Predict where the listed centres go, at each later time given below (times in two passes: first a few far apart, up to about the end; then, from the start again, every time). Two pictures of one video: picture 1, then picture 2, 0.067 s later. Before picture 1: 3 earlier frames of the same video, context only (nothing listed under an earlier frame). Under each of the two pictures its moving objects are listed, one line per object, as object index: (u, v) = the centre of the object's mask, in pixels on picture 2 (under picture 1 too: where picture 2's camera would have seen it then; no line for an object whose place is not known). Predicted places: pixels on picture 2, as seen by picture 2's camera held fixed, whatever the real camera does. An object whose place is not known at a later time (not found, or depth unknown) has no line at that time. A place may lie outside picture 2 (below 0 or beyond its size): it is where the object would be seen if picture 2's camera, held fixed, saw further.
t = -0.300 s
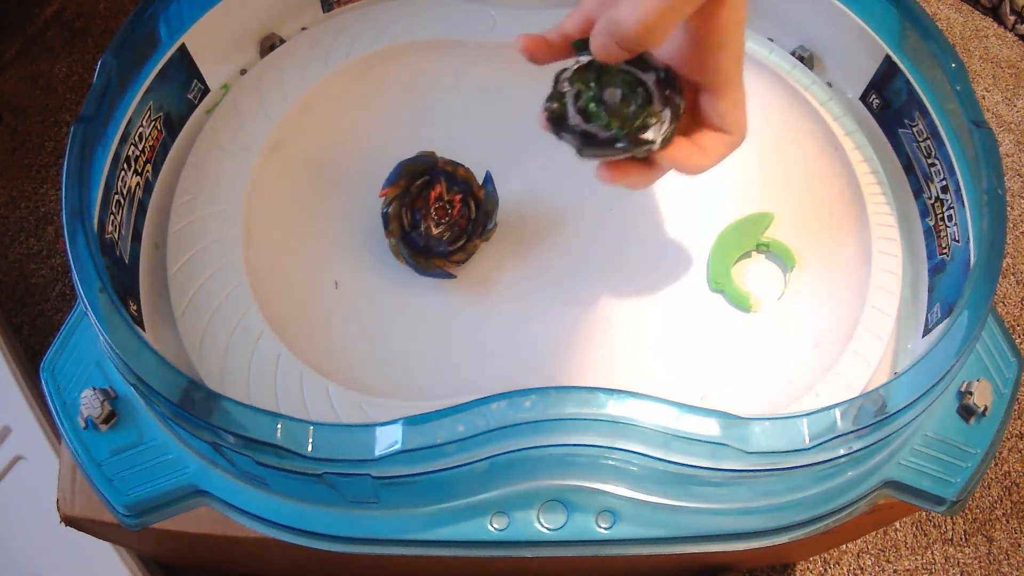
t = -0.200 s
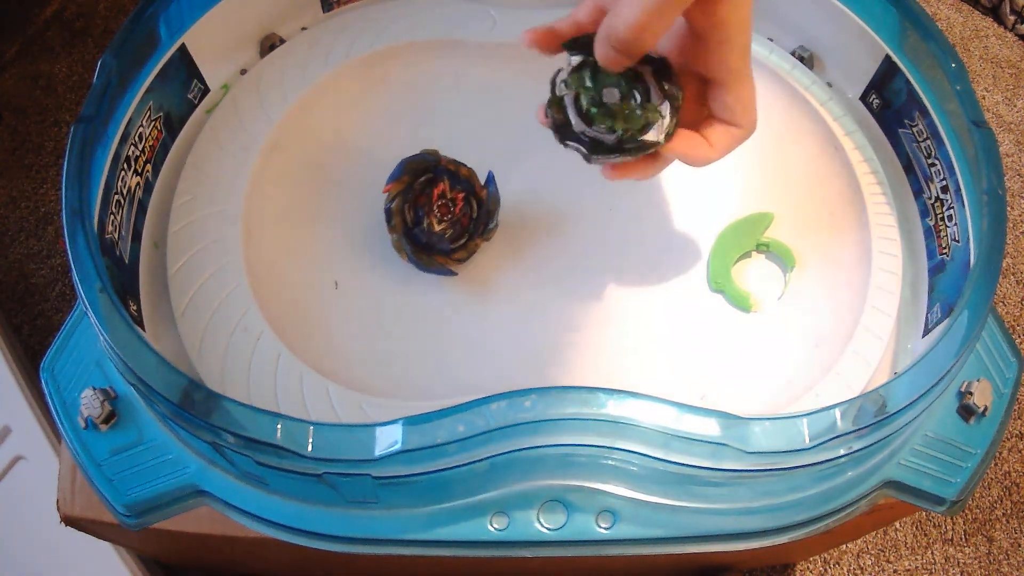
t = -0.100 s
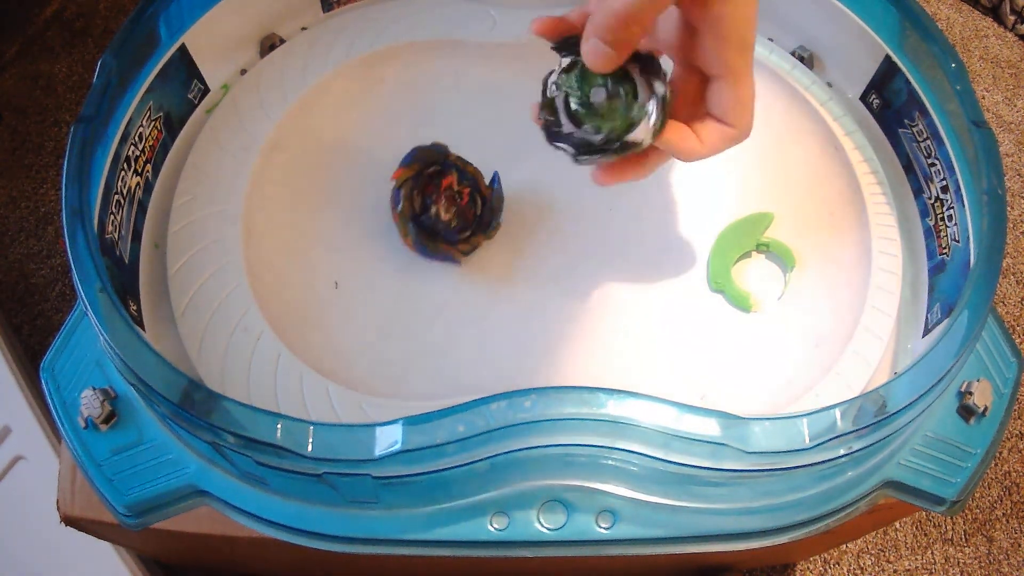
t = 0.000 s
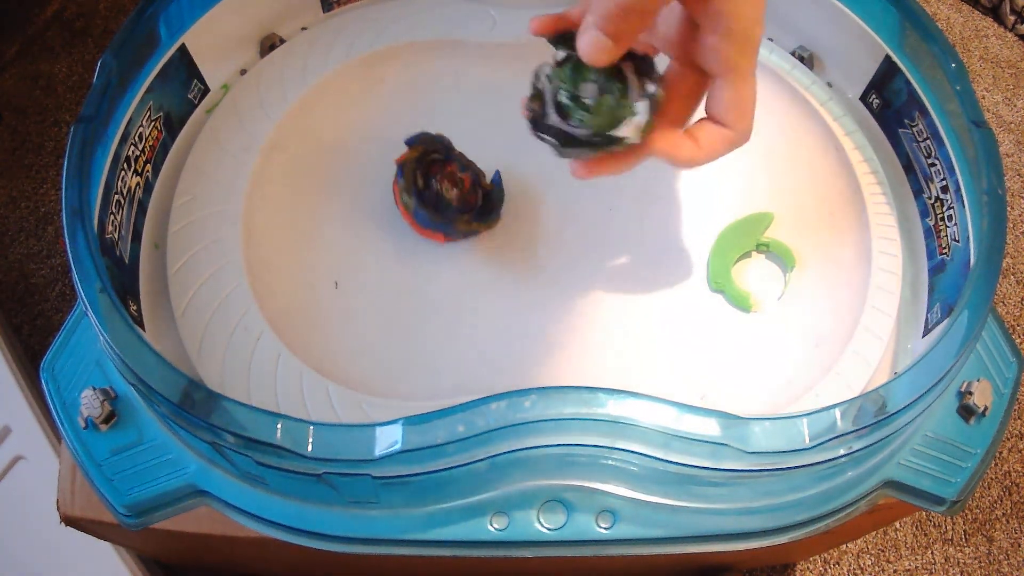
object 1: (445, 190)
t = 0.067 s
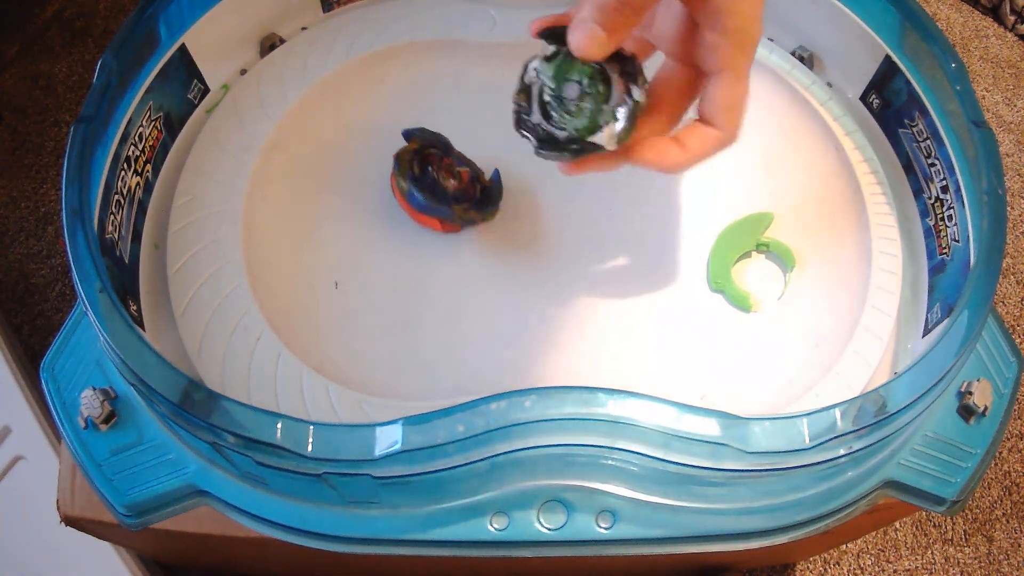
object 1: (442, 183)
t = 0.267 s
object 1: (441, 182)
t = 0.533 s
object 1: (441, 209)
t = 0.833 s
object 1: (444, 189)
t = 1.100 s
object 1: (444, 188)
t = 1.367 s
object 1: (442, 207)
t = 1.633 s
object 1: (445, 190)
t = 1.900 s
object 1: (443, 185)
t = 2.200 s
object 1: (444, 205)
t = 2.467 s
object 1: (445, 191)
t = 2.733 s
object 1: (444, 189)
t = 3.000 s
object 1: (444, 203)
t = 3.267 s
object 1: (444, 189)
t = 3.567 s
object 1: (445, 195)
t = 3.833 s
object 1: (445, 200)
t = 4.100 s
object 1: (445, 190)
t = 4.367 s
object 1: (445, 200)
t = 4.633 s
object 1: (445, 191)
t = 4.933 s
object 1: (446, 196)
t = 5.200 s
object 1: (446, 197)
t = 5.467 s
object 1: (445, 192)
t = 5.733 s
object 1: (445, 198)
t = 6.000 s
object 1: (445, 193)
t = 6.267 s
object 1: (445, 194)
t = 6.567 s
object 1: (445, 196)
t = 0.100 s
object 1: (441, 182)
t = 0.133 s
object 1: (439, 180)
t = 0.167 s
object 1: (439, 180)
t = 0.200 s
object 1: (439, 180)
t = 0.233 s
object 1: (440, 181)
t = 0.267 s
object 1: (441, 182)
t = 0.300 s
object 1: (443, 185)
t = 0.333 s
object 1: (444, 188)
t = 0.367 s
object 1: (445, 192)
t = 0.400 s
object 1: (445, 197)
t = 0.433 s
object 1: (445, 201)
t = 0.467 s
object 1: (444, 204)
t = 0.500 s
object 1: (442, 207)
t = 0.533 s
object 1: (441, 209)
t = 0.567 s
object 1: (441, 209)
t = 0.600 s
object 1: (441, 209)
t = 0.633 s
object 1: (442, 208)
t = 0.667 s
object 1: (443, 206)
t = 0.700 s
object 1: (444, 204)
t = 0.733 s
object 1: (445, 200)
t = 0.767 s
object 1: (445, 197)
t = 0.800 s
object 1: (445, 192)
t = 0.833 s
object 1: (444, 189)
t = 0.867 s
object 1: (444, 186)
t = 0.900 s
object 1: (442, 184)
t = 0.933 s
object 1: (441, 183)
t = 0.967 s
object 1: (441, 182)
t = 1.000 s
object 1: (441, 182)
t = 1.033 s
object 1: (442, 184)
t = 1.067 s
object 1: (443, 186)
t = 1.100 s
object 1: (444, 188)
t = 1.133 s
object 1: (445, 191)
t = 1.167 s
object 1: (445, 195)
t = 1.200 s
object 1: (445, 198)
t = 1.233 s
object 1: (445, 201)
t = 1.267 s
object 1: (444, 204)
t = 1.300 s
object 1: (443, 206)
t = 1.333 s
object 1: (443, 207)
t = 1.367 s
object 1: (442, 207)
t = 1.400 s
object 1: (442, 207)
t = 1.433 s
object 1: (443, 206)
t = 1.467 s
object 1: (444, 205)
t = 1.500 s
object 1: (445, 202)
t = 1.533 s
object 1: (445, 200)
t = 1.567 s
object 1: (445, 196)
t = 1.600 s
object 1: (445, 193)
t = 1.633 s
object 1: (445, 190)
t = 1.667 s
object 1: (444, 188)
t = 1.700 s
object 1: (443, 186)
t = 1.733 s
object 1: (443, 184)
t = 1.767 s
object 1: (442, 184)
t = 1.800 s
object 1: (442, 184)
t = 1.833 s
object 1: (442, 184)
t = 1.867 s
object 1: (443, 184)
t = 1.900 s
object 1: (443, 185)
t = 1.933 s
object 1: (444, 187)
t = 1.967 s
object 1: (444, 189)
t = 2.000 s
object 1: (445, 192)
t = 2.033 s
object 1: (445, 195)
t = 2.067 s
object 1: (445, 198)
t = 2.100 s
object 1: (445, 201)
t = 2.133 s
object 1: (444, 203)
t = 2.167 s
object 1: (444, 204)
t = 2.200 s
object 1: (444, 205)
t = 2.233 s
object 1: (443, 205)
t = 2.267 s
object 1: (444, 205)
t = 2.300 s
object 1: (444, 203)
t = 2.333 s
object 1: (445, 202)
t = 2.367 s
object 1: (445, 200)
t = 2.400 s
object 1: (445, 197)
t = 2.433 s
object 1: (445, 194)
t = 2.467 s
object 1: (445, 191)
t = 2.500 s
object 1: (444, 189)
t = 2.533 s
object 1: (444, 187)
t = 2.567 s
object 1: (444, 186)
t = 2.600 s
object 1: (443, 185)
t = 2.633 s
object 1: (443, 185)
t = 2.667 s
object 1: (444, 186)
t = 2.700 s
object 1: (444, 187)
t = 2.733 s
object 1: (444, 189)
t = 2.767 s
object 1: (445, 191)
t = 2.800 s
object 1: (445, 193)
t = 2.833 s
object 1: (445, 196)
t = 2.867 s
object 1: (445, 199)
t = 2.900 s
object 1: (445, 201)
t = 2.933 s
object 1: (445, 202)
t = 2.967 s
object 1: (444, 203)
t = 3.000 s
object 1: (444, 203)
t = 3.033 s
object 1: (444, 203)
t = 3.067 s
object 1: (445, 202)
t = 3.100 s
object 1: (445, 201)
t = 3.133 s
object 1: (445, 199)
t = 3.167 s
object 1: (446, 196)
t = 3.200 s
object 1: (445, 194)
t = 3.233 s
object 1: (445, 191)
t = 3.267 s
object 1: (444, 189)
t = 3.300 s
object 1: (444, 188)
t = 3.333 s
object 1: (444, 188)
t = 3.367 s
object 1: (444, 188)
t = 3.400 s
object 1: (444, 188)
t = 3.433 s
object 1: (444, 188)
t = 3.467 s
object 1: (444, 189)
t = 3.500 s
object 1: (445, 190)
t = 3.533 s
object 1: (445, 193)
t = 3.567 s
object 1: (445, 195)
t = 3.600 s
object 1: (445, 198)
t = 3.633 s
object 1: (445, 199)
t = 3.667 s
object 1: (445, 201)
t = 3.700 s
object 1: (445, 201)
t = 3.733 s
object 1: (445, 202)
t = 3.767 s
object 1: (445, 201)
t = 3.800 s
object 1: (445, 201)
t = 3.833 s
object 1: (445, 200)
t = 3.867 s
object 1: (445, 198)
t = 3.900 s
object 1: (446, 196)
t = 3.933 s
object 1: (445, 193)
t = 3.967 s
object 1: (445, 191)
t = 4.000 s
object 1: (445, 190)
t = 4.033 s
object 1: (444, 189)
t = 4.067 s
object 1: (445, 189)
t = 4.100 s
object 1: (445, 190)
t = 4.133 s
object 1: (445, 192)
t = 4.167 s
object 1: (445, 194)
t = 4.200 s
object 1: (445, 197)
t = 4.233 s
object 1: (445, 198)
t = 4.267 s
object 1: (445, 199)
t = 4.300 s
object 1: (445, 200)
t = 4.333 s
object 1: (445, 200)
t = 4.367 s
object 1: (445, 200)
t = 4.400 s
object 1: (445, 199)
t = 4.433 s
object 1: (445, 197)
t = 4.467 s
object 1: (445, 195)
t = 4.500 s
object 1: (445, 193)
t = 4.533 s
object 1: (445, 191)
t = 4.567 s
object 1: (445, 190)
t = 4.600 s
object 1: (445, 190)
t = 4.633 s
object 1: (445, 191)
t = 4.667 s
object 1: (445, 193)
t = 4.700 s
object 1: (445, 195)
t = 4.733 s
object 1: (446, 197)
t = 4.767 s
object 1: (445, 198)
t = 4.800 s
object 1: (445, 199)
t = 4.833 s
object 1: (445, 199)
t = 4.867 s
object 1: (445, 199)
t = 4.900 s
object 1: (445, 197)
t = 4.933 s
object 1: (446, 196)
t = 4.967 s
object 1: (445, 194)
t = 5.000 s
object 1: (445, 192)
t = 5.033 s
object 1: (445, 191)
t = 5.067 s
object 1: (445, 191)
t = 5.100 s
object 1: (445, 192)
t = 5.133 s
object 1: (445, 193)
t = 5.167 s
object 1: (446, 195)
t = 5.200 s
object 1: (446, 197)
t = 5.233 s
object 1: (445, 198)
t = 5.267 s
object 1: (445, 199)
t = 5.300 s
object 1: (445, 199)
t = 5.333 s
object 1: (445, 198)
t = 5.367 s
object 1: (445, 197)
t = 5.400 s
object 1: (445, 196)
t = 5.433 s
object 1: (445, 194)
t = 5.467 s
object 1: (445, 192)
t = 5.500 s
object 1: (445, 191)
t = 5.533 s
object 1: (445, 191)
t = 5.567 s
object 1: (445, 192)
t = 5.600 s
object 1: (445, 194)
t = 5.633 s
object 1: (445, 196)
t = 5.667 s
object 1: (445, 197)
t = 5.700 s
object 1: (445, 198)
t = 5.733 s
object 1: (445, 198)
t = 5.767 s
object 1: (445, 198)
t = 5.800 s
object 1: (445, 197)
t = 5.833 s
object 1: (445, 196)
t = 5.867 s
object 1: (445, 194)
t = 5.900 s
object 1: (445, 192)
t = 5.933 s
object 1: (445, 191)
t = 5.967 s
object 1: (445, 191)
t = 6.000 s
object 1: (445, 193)
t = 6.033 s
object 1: (445, 194)
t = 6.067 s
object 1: (445, 196)
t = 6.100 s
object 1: (445, 197)
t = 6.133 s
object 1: (445, 197)
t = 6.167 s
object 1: (445, 197)
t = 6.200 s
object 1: (445, 197)
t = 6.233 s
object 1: (445, 196)
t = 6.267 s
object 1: (445, 194)
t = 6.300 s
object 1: (445, 193)
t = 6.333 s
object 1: (445, 192)
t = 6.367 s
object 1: (445, 192)
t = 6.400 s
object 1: (445, 193)
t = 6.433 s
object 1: (445, 195)
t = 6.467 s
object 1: (445, 196)
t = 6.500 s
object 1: (445, 196)
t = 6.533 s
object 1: (445, 196)
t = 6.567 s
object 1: (445, 196)
